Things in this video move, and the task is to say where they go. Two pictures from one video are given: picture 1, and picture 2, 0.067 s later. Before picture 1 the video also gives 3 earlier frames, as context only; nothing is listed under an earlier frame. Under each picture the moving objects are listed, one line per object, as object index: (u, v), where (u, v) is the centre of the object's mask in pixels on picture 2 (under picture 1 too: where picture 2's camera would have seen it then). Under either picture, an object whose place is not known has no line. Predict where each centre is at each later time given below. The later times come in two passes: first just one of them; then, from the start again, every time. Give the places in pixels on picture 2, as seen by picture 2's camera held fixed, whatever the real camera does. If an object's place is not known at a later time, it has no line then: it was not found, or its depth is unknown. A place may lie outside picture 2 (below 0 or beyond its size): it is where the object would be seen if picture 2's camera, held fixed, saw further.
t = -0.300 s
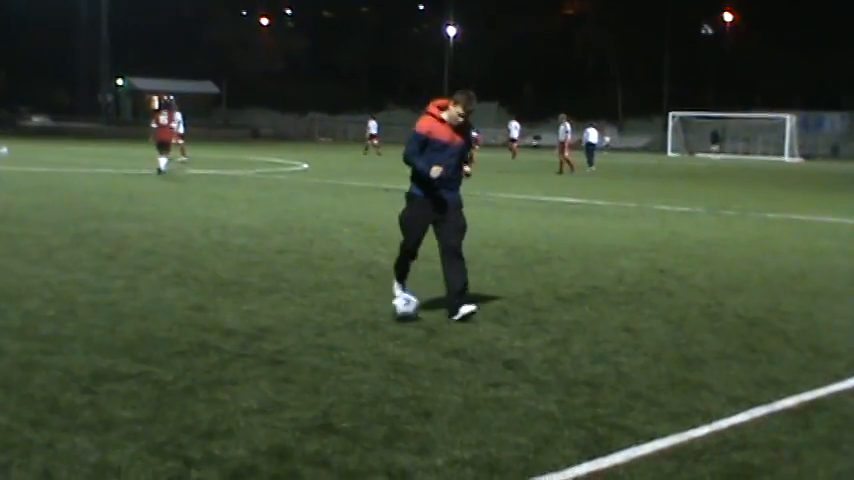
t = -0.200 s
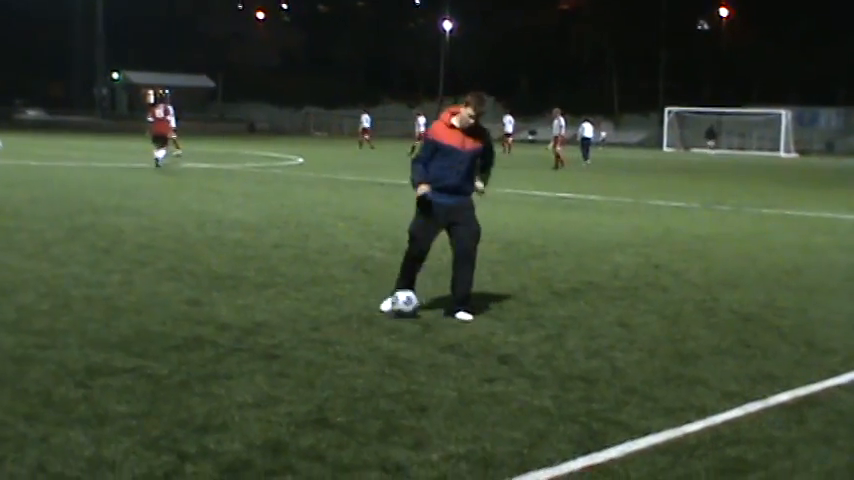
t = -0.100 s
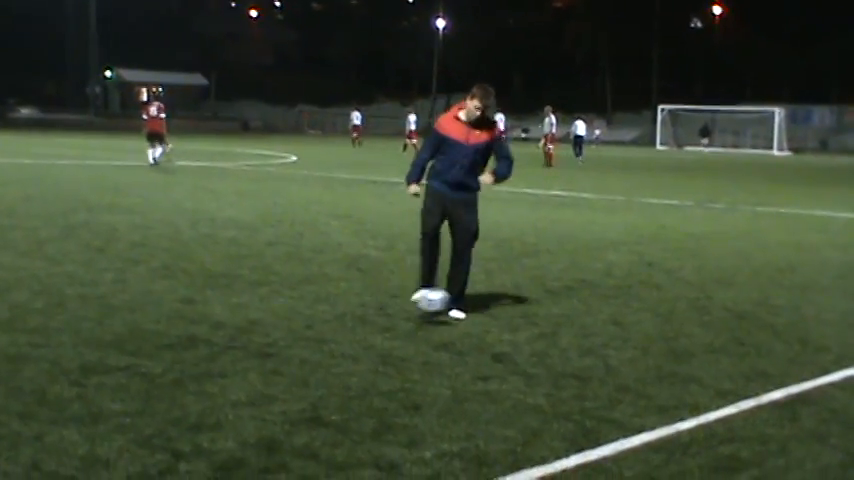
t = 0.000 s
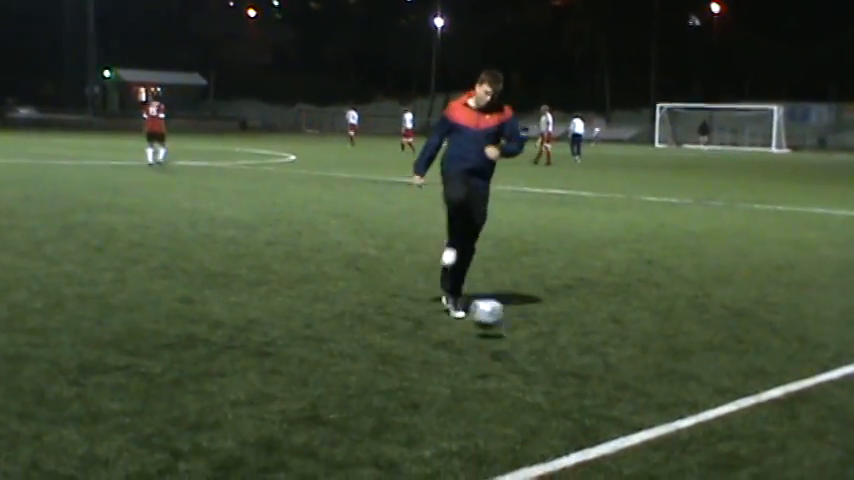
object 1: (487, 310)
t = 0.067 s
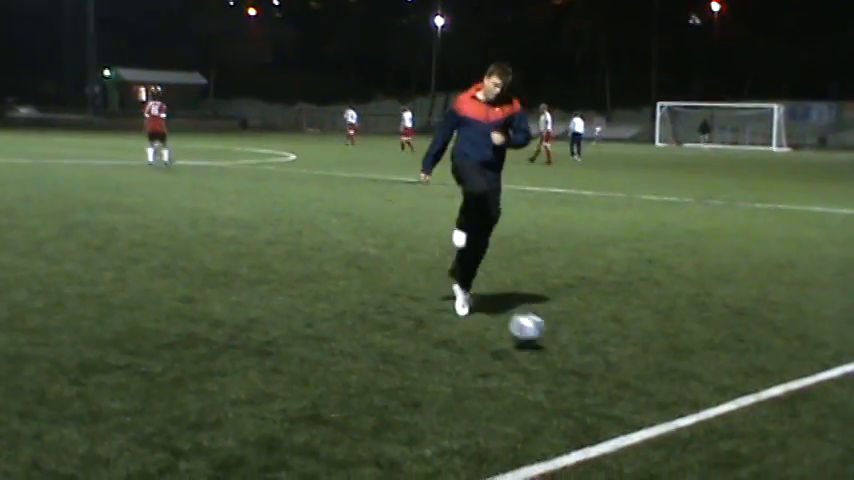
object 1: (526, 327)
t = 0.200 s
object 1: (610, 347)
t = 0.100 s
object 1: (547, 337)
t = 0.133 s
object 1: (569, 341)
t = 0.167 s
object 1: (590, 342)
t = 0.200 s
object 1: (610, 347)
